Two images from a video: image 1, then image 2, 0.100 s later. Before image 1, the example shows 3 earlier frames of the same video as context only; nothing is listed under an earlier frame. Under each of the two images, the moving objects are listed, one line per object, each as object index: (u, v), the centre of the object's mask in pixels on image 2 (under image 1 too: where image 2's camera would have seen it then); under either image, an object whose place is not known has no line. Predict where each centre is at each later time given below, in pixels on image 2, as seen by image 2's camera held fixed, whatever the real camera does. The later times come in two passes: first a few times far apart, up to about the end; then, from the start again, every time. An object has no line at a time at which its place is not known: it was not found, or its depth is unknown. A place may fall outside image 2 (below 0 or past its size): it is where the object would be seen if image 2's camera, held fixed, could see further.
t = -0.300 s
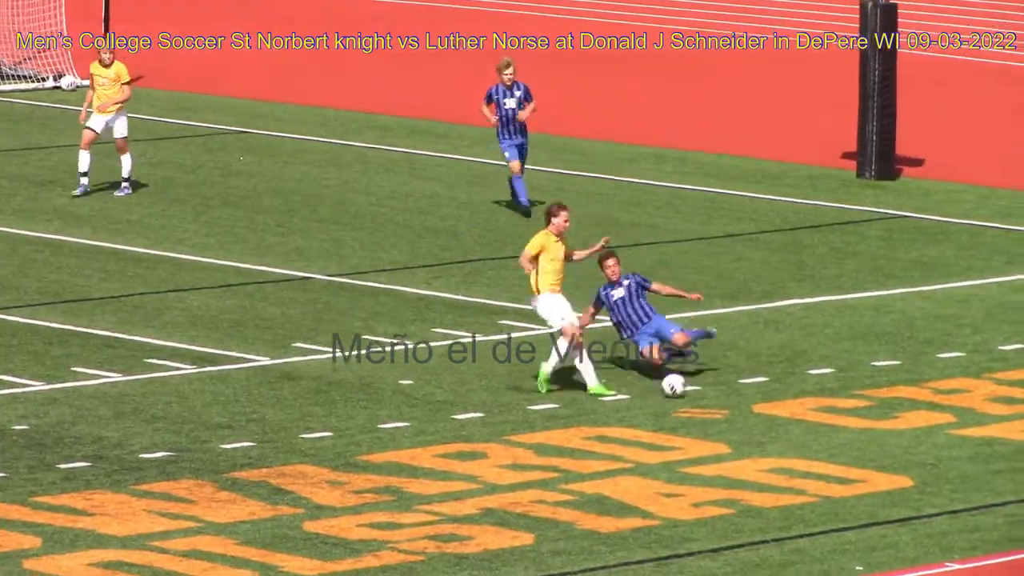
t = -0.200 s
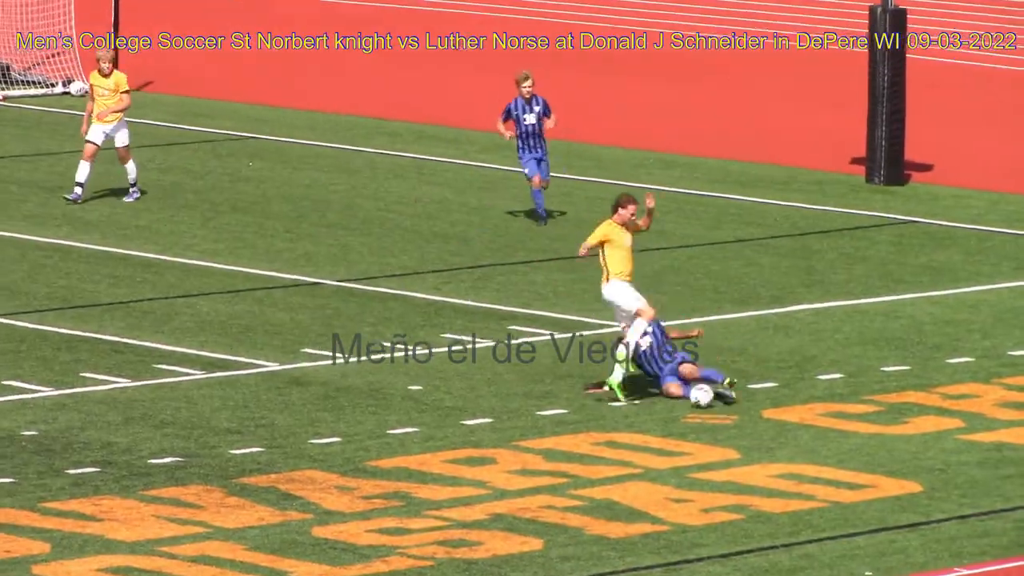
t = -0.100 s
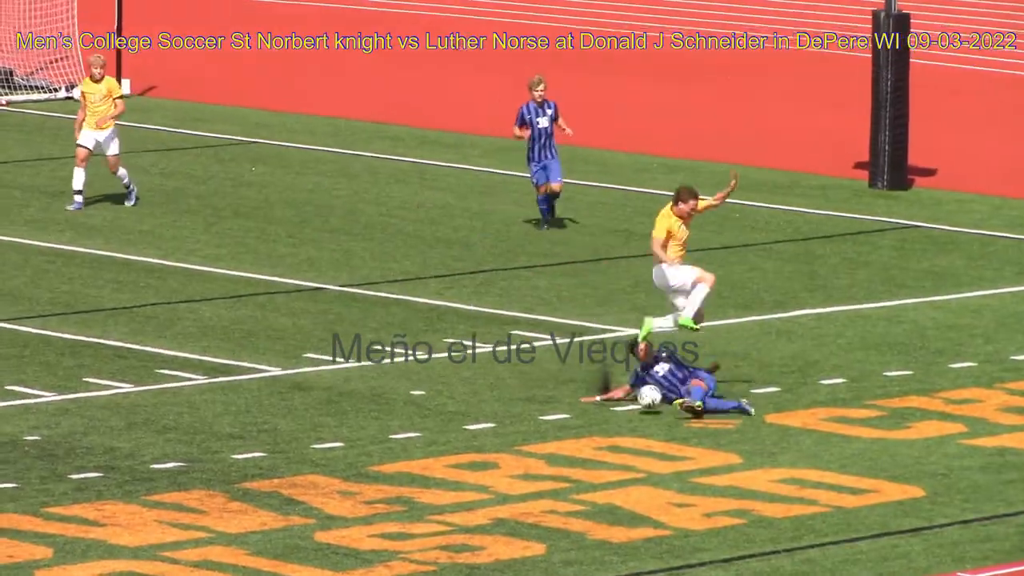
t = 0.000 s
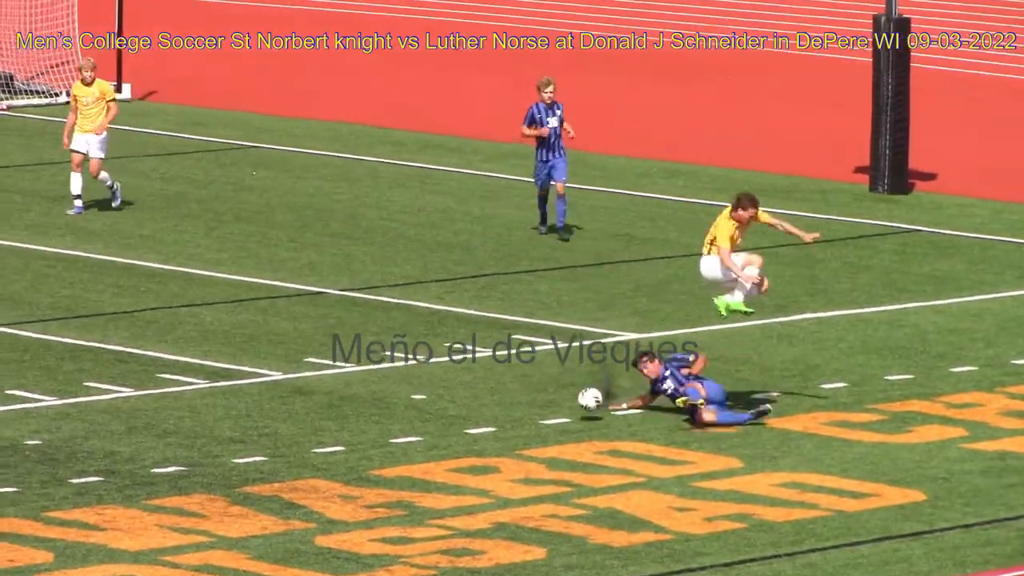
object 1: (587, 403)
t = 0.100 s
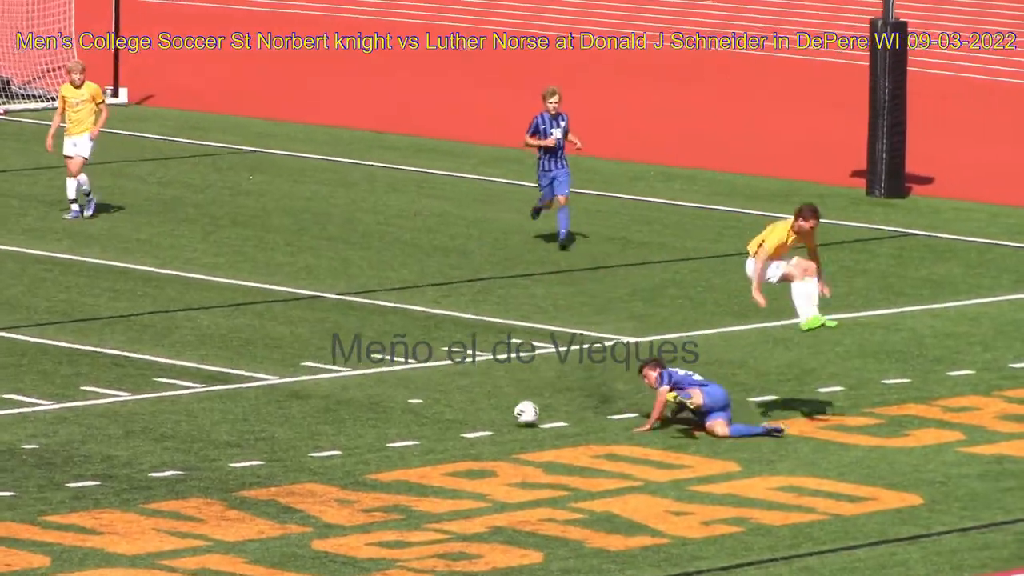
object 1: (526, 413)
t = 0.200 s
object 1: (473, 415)
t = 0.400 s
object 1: (372, 419)
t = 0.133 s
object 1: (506, 416)
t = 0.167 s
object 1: (490, 415)
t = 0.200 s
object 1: (473, 415)
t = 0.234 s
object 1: (457, 414)
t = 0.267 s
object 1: (439, 417)
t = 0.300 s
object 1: (422, 420)
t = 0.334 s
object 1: (406, 419)
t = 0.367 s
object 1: (389, 419)
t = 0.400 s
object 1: (372, 419)
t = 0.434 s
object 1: (355, 420)
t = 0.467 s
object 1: (338, 422)
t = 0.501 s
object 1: (321, 422)
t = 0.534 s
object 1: (304, 422)
